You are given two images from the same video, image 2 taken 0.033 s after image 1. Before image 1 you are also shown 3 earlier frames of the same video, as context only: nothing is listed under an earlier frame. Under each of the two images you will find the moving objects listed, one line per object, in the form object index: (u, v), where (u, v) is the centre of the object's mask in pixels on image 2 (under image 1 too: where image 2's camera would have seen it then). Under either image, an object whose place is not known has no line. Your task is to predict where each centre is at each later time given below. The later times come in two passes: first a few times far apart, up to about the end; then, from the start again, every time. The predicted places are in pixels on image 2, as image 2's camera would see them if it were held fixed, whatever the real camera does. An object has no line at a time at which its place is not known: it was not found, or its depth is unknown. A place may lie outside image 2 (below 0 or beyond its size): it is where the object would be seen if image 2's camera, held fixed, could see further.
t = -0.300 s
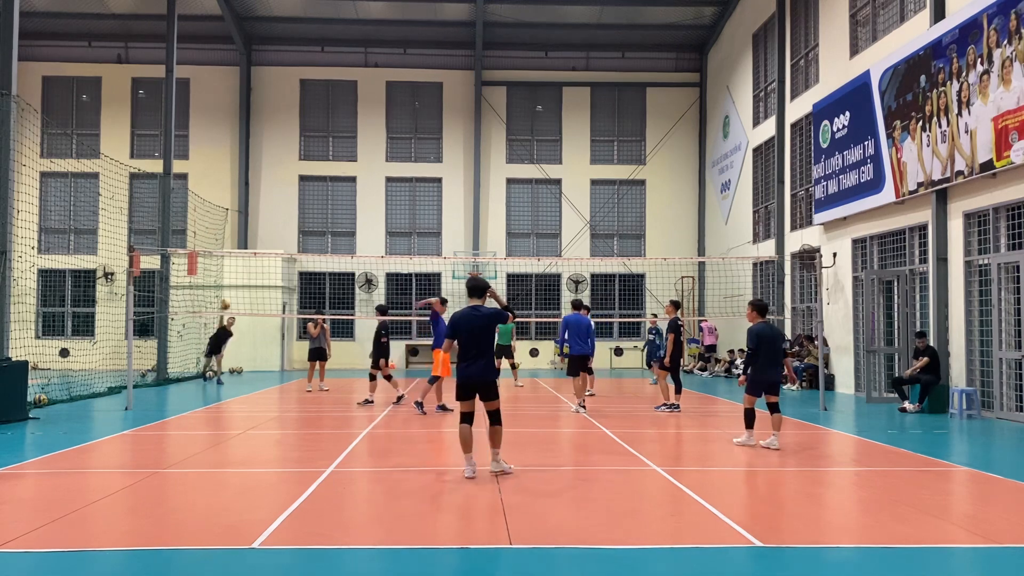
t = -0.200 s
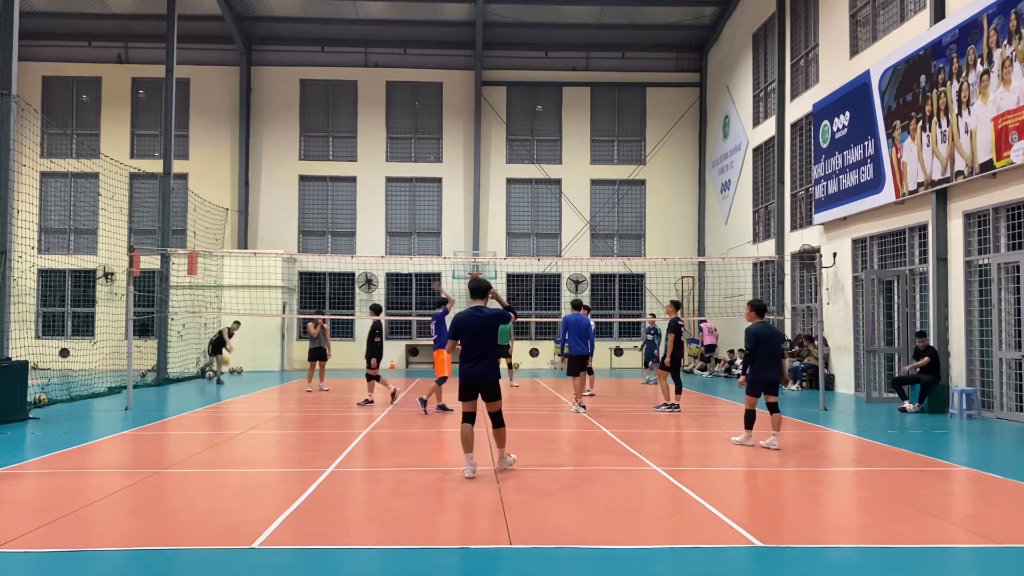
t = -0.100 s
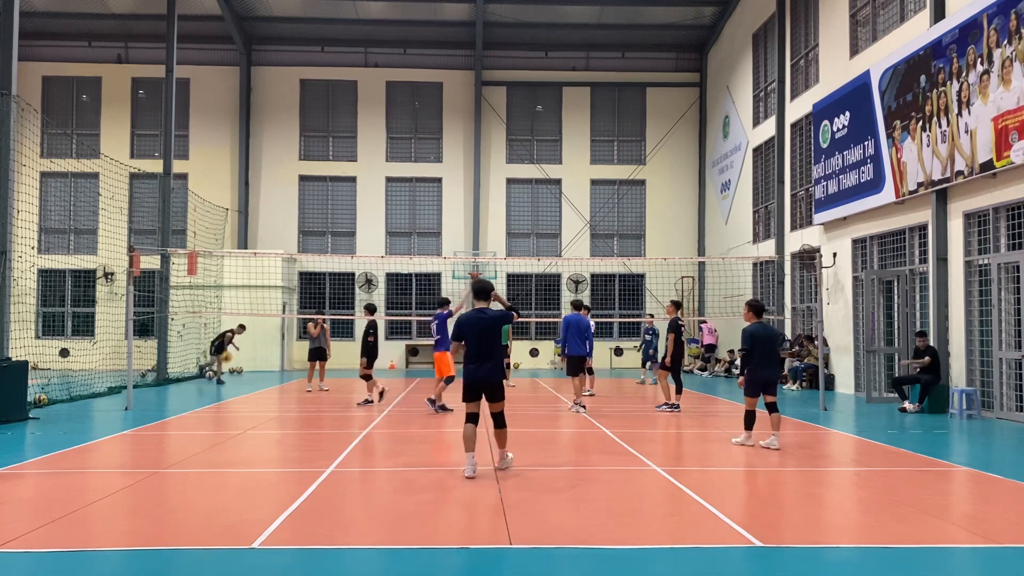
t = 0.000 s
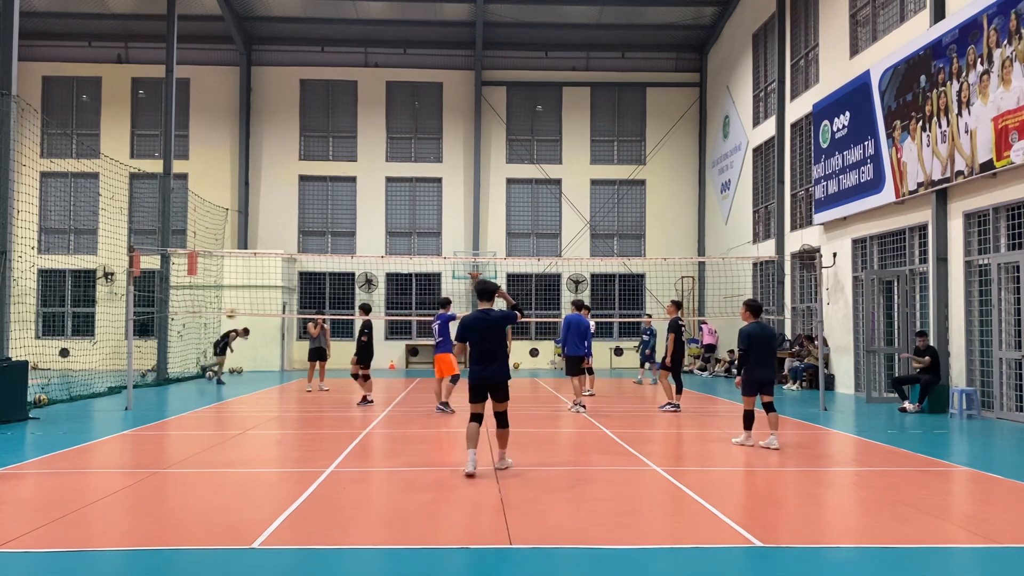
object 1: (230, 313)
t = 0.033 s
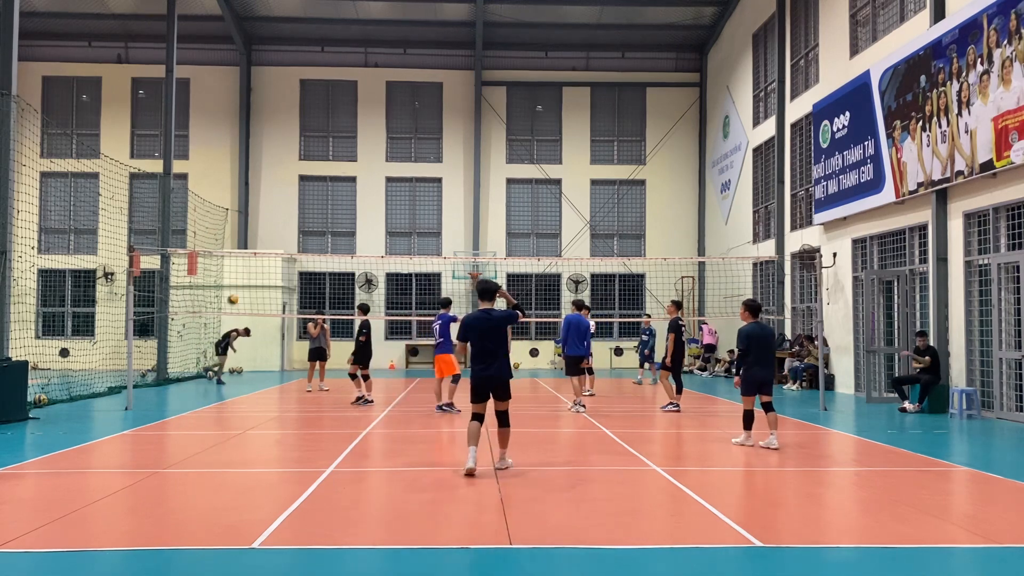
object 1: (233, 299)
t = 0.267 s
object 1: (243, 216)
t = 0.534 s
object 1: (257, 148)
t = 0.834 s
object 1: (276, 120)
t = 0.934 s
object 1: (282, 124)
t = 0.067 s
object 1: (234, 286)
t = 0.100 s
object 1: (235, 274)
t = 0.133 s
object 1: (237, 261)
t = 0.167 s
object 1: (238, 248)
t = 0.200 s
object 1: (240, 237)
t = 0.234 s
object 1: (243, 226)
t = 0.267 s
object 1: (243, 216)
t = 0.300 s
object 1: (245, 205)
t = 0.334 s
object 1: (247, 195)
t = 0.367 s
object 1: (248, 186)
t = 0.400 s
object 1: (250, 178)
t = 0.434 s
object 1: (252, 170)
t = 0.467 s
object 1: (253, 162)
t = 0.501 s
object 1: (256, 155)
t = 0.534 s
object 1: (257, 148)
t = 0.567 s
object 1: (260, 143)
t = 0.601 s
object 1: (262, 137)
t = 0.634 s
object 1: (263, 133)
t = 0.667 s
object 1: (265, 129)
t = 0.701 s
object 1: (267, 126)
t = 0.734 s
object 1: (269, 123)
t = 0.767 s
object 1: (271, 121)
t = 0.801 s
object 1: (274, 120)
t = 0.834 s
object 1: (276, 120)
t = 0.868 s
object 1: (278, 120)
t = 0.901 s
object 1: (280, 121)
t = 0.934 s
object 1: (282, 124)
